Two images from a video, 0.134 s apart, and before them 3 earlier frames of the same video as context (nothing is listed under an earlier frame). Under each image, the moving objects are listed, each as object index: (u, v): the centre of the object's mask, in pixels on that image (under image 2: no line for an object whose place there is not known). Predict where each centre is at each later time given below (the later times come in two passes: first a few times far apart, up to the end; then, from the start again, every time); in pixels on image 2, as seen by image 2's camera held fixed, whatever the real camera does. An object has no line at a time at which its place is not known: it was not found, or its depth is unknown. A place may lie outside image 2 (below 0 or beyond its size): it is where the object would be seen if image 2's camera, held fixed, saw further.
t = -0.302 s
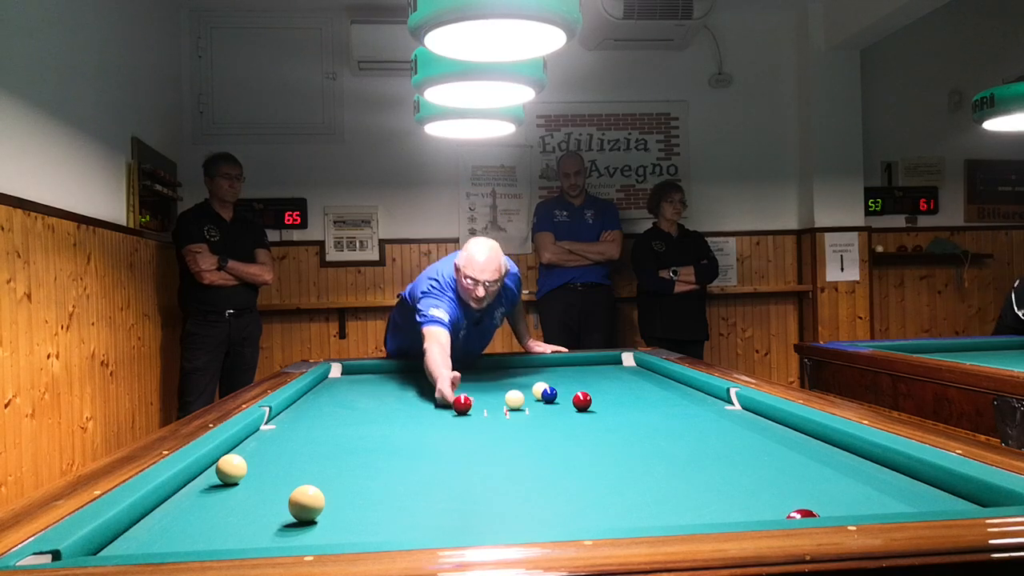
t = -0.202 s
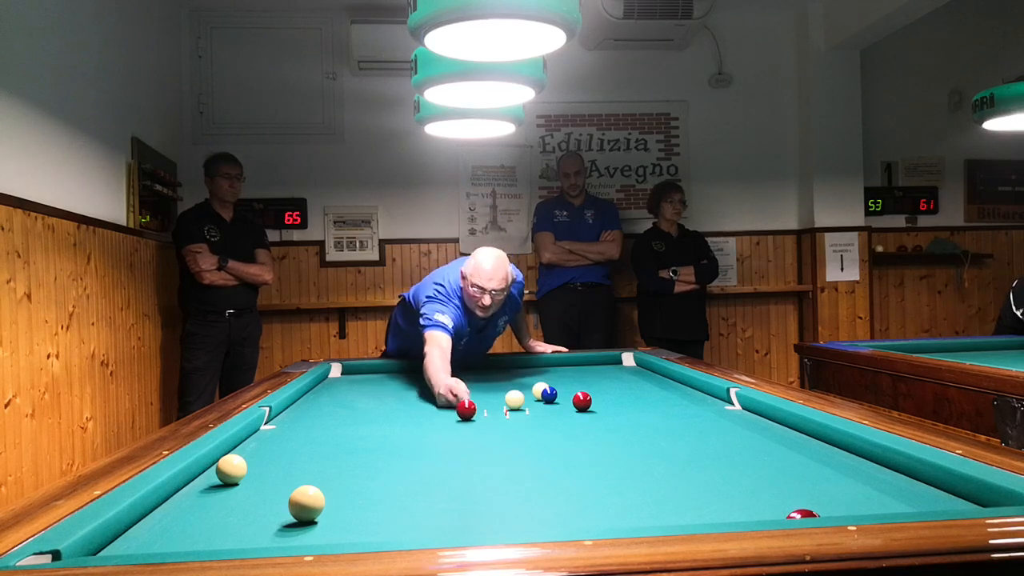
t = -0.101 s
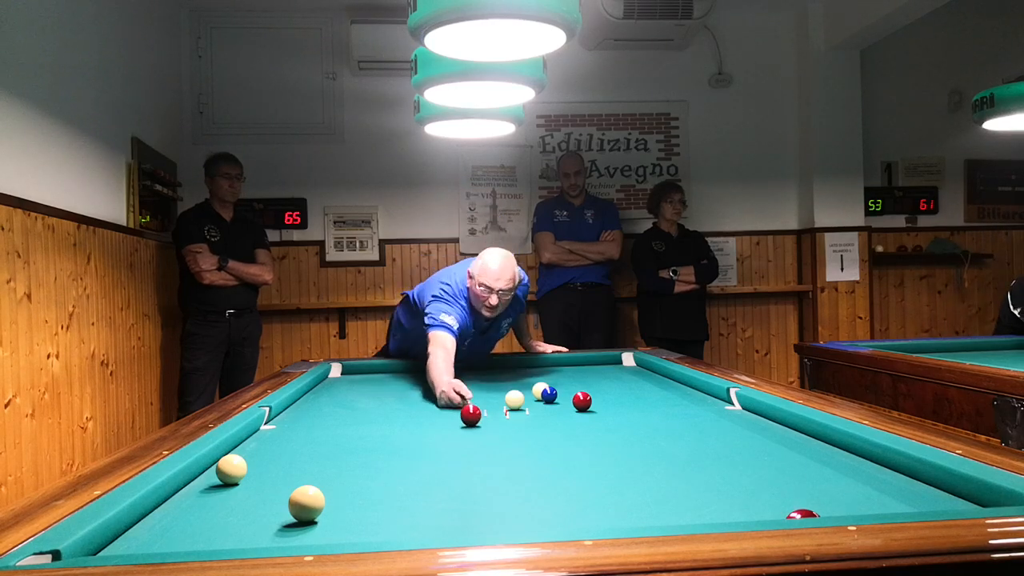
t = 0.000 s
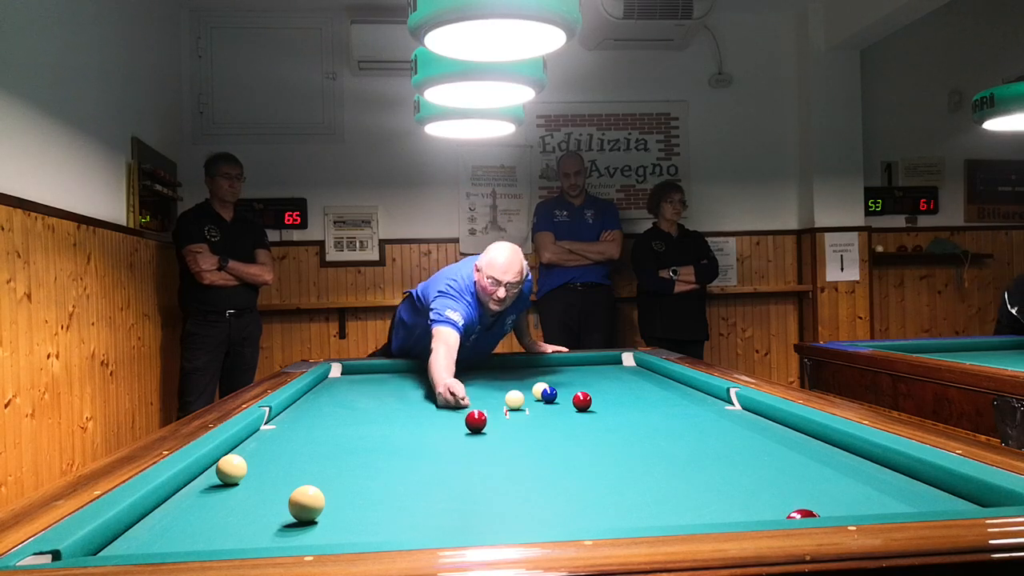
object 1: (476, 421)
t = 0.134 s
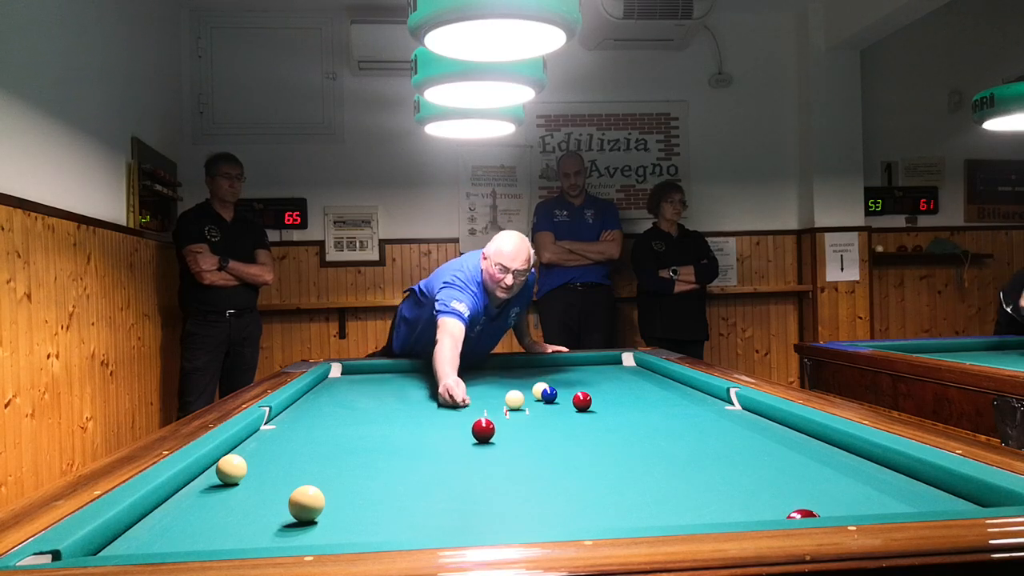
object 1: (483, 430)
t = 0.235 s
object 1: (489, 438)
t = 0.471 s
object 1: (507, 458)
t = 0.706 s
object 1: (529, 486)
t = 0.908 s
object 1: (555, 515)
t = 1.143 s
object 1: (574, 520)
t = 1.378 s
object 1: (568, 502)
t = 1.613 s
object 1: (562, 480)
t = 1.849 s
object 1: (558, 463)
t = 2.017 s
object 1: (556, 452)
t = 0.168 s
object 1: (485, 432)
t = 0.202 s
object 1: (487, 435)
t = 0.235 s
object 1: (489, 438)
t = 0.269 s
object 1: (492, 440)
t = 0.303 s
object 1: (494, 443)
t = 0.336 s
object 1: (496, 446)
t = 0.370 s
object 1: (499, 449)
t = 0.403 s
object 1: (501, 452)
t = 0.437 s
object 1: (504, 455)
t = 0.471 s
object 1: (507, 458)
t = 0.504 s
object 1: (510, 462)
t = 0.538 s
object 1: (513, 465)
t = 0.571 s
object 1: (516, 469)
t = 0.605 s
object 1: (519, 473)
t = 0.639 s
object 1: (522, 477)
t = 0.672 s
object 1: (526, 481)
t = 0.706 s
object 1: (529, 486)
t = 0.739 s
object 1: (533, 491)
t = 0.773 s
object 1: (537, 495)
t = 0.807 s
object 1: (541, 501)
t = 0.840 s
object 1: (546, 505)
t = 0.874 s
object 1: (550, 511)
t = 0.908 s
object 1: (555, 515)
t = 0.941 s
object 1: (560, 518)
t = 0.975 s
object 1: (566, 520)
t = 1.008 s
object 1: (571, 523)
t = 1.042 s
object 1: (576, 526)
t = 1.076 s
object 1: (576, 524)
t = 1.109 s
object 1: (575, 522)
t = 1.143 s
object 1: (574, 520)
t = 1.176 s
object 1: (573, 518)
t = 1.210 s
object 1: (572, 516)
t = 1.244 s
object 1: (571, 514)
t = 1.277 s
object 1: (570, 512)
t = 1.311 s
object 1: (569, 509)
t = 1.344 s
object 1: (568, 505)
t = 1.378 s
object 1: (568, 502)
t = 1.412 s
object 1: (567, 498)
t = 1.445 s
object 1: (566, 495)
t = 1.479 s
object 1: (565, 492)
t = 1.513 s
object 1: (564, 489)
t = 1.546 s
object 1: (564, 486)
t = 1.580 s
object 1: (563, 483)
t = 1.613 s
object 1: (562, 480)
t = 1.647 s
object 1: (562, 477)
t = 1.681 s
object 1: (561, 475)
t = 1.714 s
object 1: (560, 472)
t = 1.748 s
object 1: (560, 470)
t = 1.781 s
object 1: (559, 467)
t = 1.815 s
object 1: (559, 465)
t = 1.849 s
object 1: (558, 463)
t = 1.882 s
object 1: (558, 460)
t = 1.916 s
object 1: (557, 458)
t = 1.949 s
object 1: (557, 456)
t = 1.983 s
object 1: (556, 454)
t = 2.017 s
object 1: (556, 452)
